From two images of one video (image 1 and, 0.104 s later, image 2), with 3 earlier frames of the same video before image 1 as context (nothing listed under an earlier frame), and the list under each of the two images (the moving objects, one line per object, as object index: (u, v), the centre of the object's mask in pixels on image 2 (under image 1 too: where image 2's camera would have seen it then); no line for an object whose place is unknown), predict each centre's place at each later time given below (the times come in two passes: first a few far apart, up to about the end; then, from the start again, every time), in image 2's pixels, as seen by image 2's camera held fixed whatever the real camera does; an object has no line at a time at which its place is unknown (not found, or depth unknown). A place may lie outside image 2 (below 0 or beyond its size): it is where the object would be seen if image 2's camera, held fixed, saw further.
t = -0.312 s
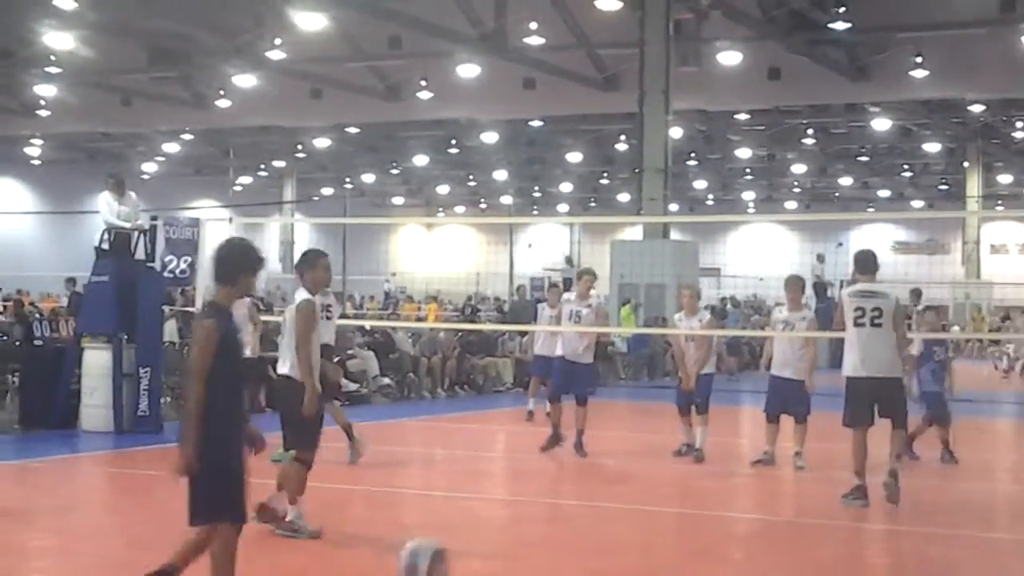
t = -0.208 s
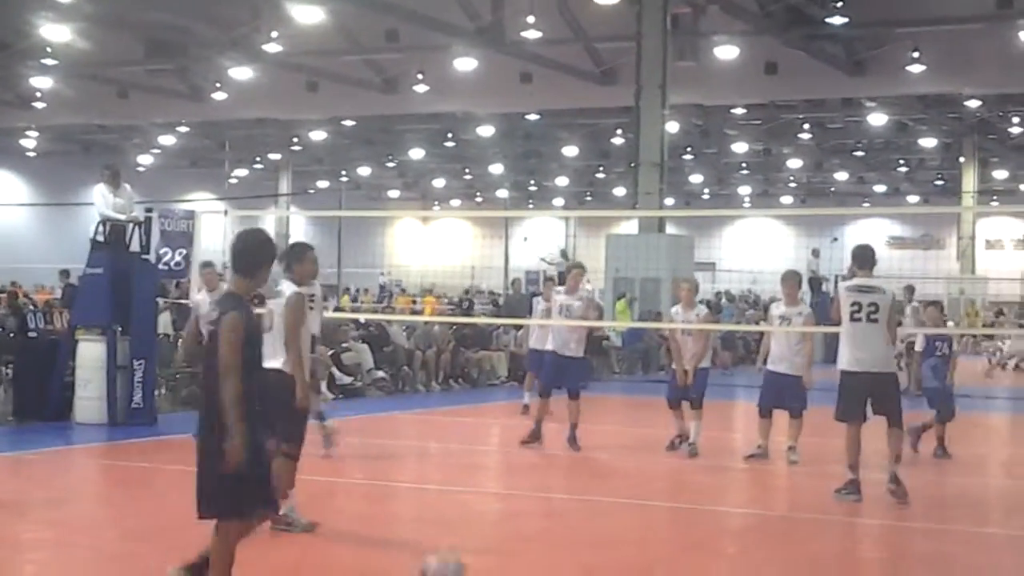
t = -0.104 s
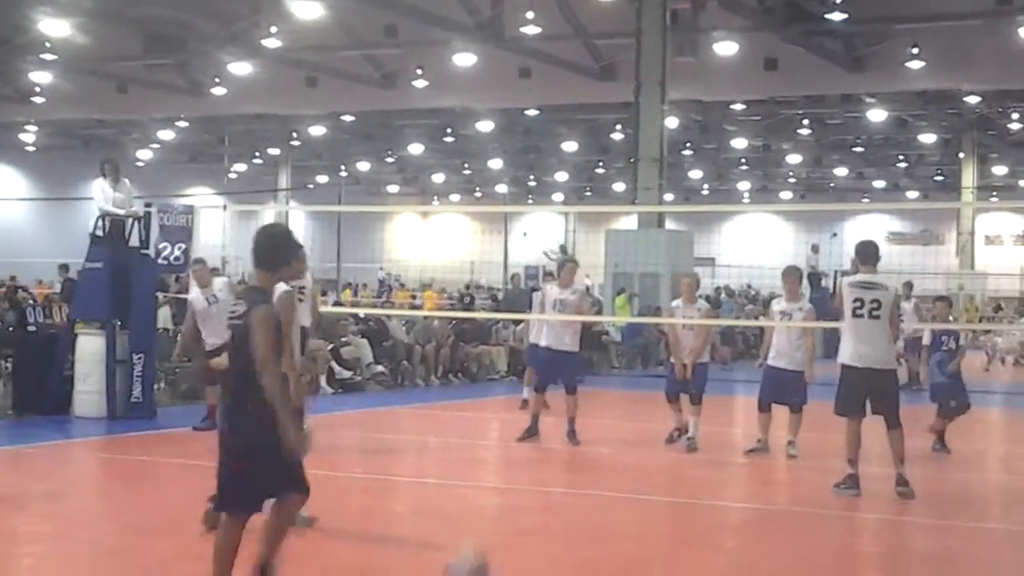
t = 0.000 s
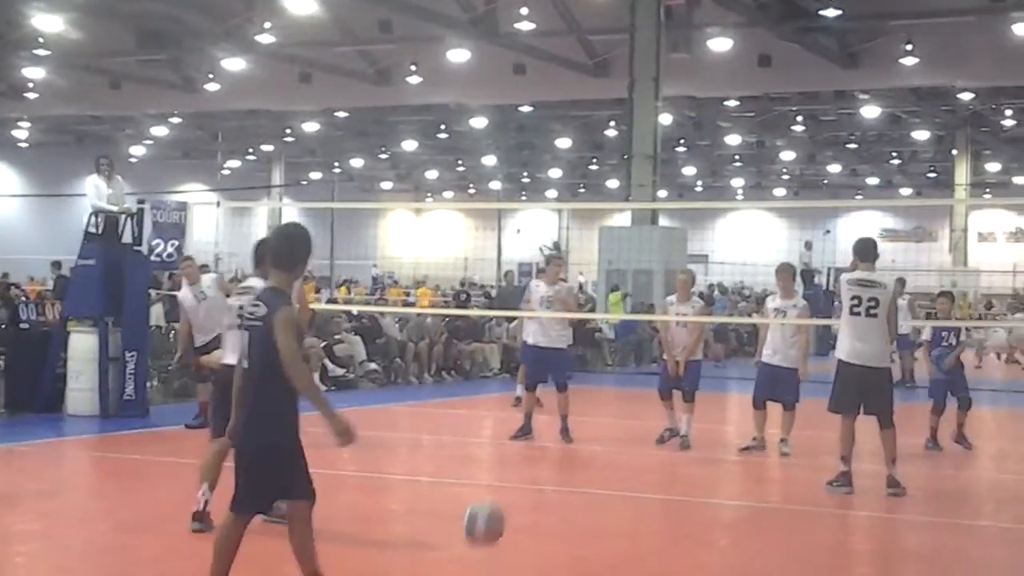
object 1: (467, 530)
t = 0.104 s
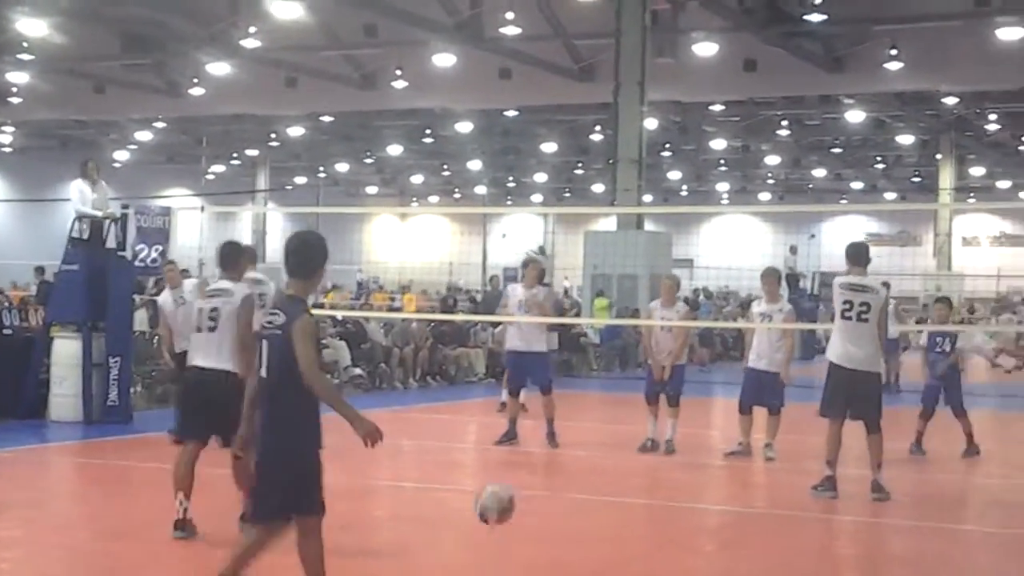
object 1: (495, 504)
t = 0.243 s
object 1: (516, 513)
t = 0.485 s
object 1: (548, 485)
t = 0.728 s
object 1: (572, 491)
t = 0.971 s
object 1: (596, 463)
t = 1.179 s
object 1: (612, 460)
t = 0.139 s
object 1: (500, 500)
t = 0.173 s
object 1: (504, 505)
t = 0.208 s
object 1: (510, 509)
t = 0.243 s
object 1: (516, 513)
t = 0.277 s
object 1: (522, 524)
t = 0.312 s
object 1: (527, 532)
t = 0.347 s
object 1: (530, 523)
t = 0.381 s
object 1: (535, 510)
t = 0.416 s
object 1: (539, 500)
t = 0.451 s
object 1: (544, 489)
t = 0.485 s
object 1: (548, 485)
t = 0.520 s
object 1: (552, 480)
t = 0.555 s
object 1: (555, 479)
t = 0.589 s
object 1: (559, 477)
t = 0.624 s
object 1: (561, 478)
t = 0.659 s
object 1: (566, 482)
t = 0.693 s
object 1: (567, 486)
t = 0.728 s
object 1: (572, 491)
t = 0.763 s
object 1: (575, 499)
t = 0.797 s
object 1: (578, 489)
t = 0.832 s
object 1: (580, 480)
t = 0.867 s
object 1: (585, 474)
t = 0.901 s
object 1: (589, 471)
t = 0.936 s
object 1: (591, 468)
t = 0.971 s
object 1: (596, 463)
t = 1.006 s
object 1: (598, 467)
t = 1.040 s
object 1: (600, 469)
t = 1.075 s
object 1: (603, 475)
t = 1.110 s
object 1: (605, 472)
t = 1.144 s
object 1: (609, 465)
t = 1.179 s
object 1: (612, 460)
